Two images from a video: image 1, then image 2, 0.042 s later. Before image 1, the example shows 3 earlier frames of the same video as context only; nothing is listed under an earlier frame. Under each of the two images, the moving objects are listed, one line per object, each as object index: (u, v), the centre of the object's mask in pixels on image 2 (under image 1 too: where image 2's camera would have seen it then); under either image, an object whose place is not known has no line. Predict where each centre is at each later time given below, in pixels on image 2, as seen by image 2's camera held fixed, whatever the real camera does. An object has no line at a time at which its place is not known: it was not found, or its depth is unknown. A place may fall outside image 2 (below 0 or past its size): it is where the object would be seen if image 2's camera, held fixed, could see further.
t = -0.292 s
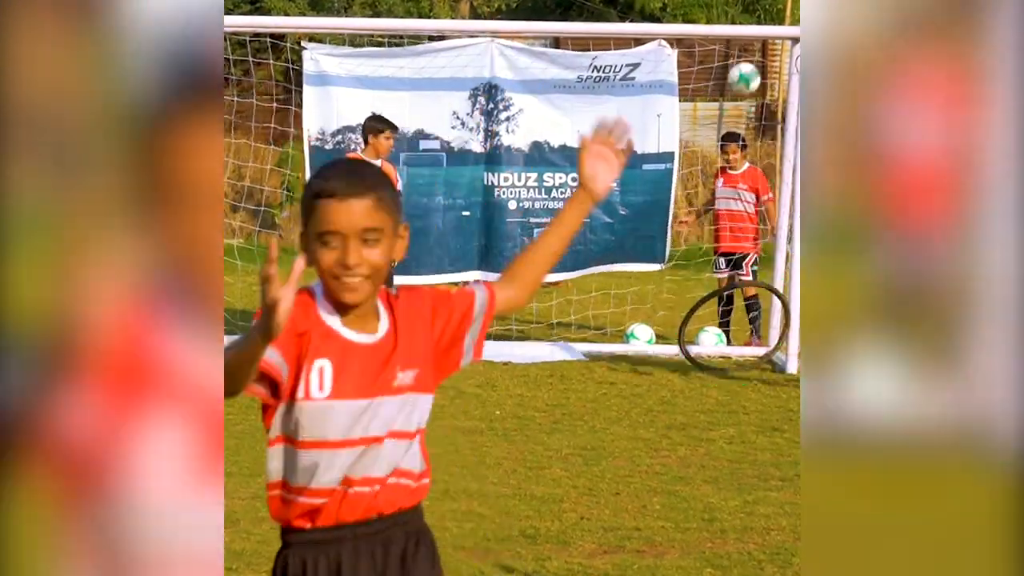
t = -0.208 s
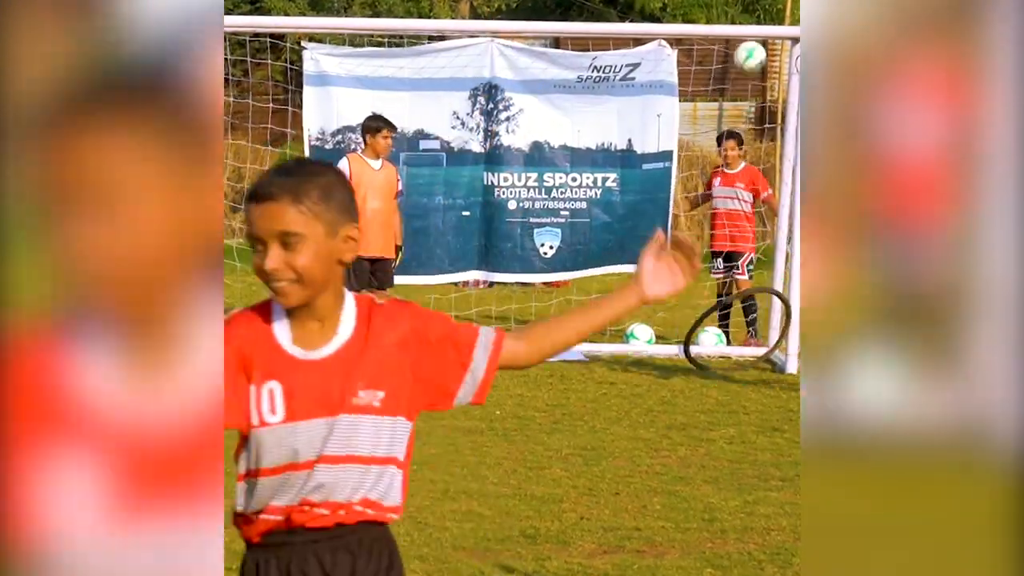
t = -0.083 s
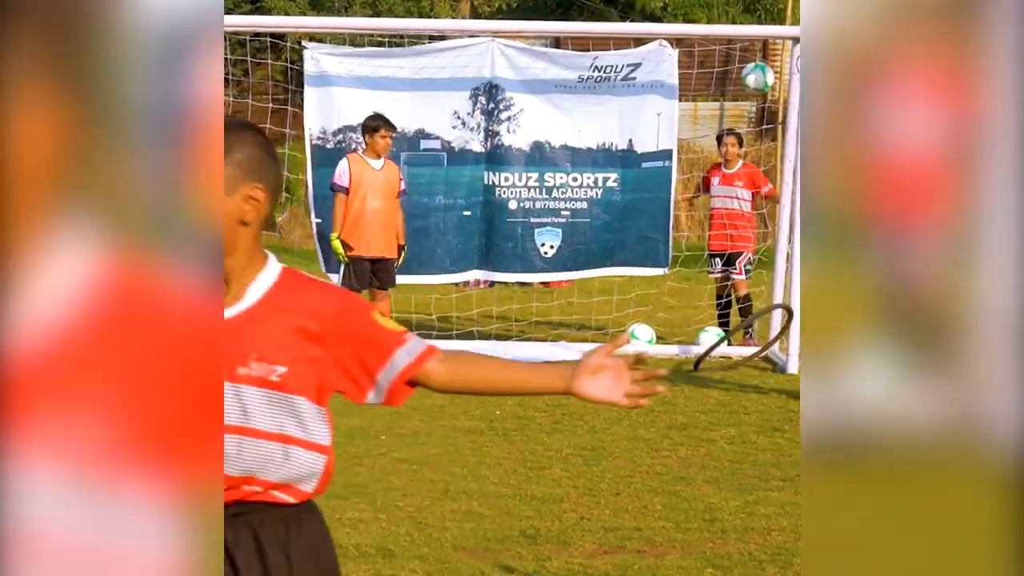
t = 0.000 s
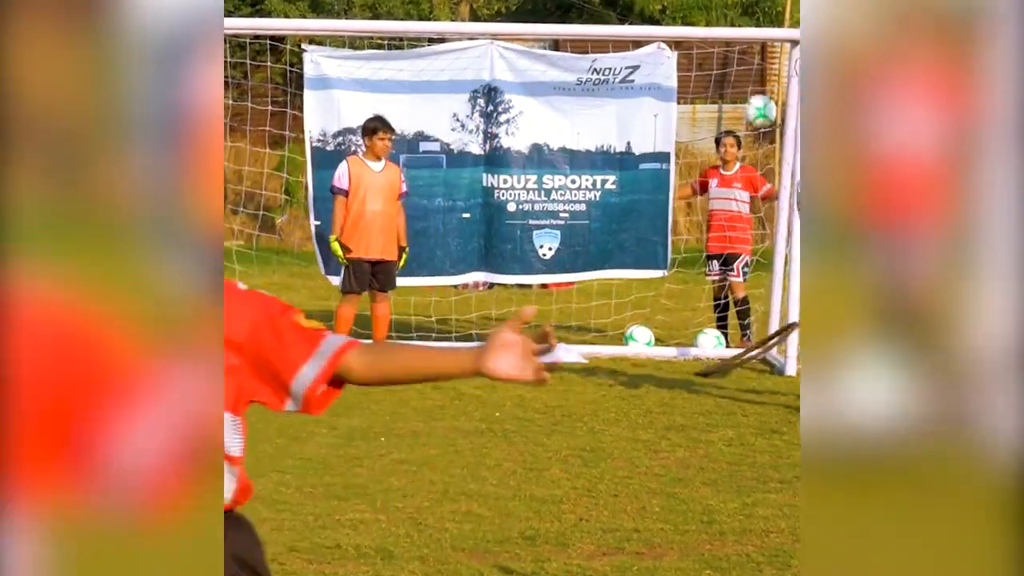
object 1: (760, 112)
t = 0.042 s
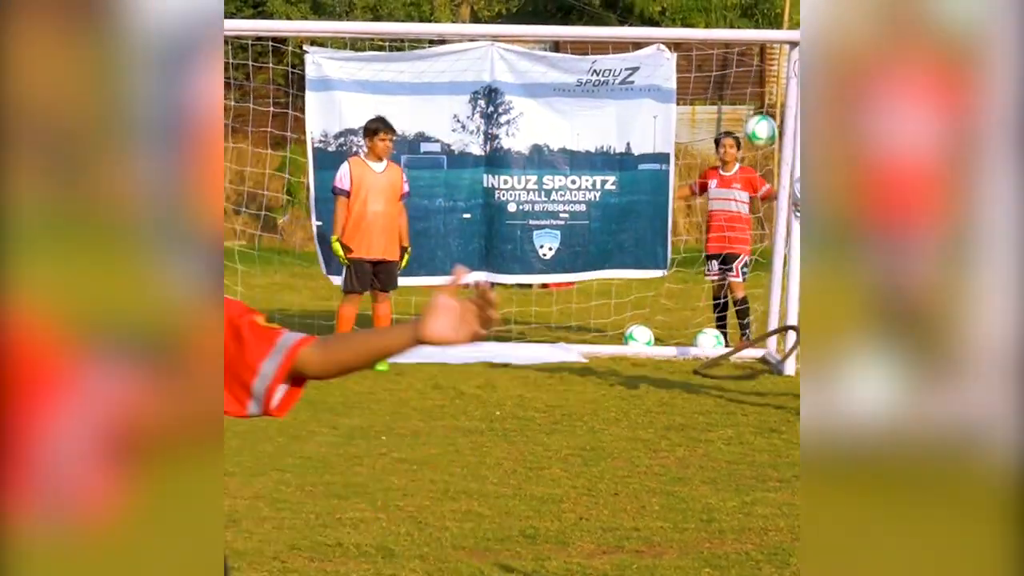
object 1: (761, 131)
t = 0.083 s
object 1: (760, 152)
